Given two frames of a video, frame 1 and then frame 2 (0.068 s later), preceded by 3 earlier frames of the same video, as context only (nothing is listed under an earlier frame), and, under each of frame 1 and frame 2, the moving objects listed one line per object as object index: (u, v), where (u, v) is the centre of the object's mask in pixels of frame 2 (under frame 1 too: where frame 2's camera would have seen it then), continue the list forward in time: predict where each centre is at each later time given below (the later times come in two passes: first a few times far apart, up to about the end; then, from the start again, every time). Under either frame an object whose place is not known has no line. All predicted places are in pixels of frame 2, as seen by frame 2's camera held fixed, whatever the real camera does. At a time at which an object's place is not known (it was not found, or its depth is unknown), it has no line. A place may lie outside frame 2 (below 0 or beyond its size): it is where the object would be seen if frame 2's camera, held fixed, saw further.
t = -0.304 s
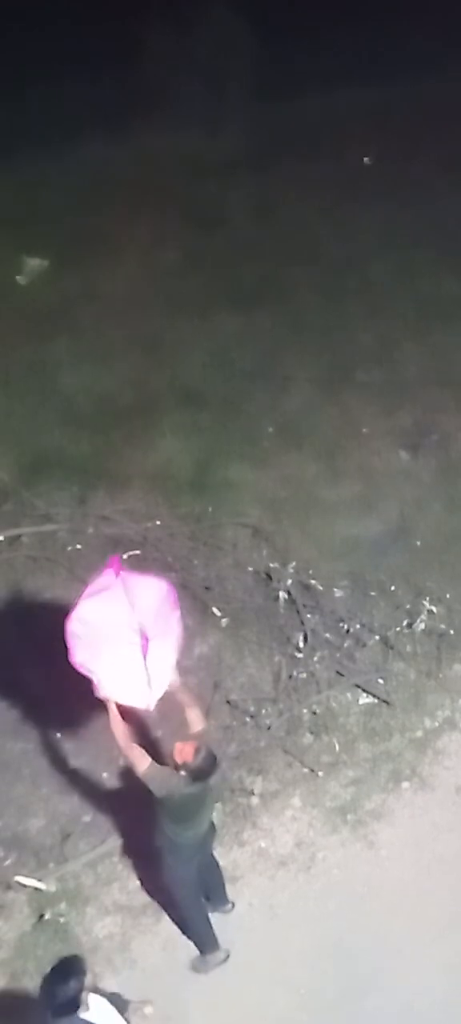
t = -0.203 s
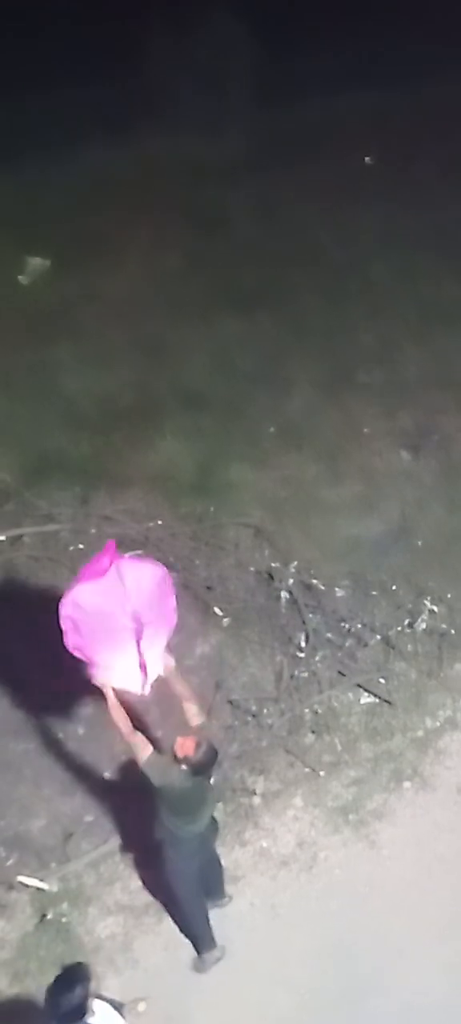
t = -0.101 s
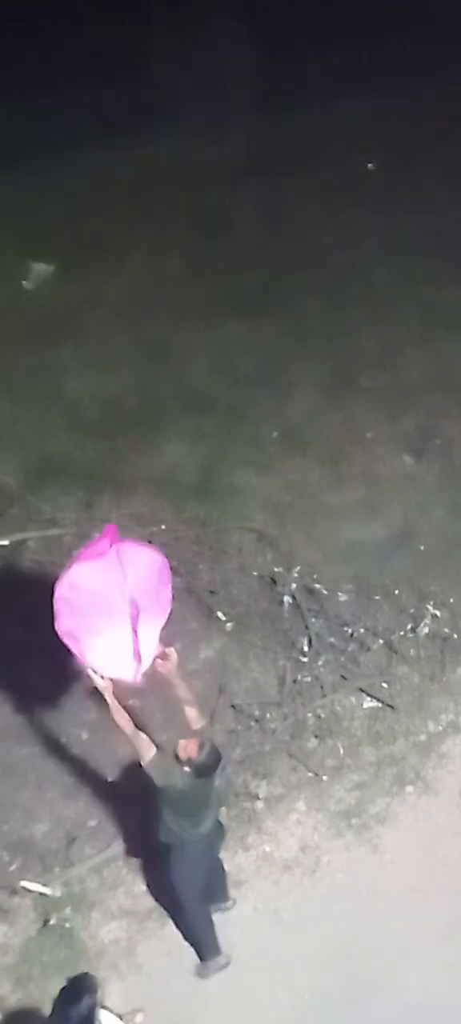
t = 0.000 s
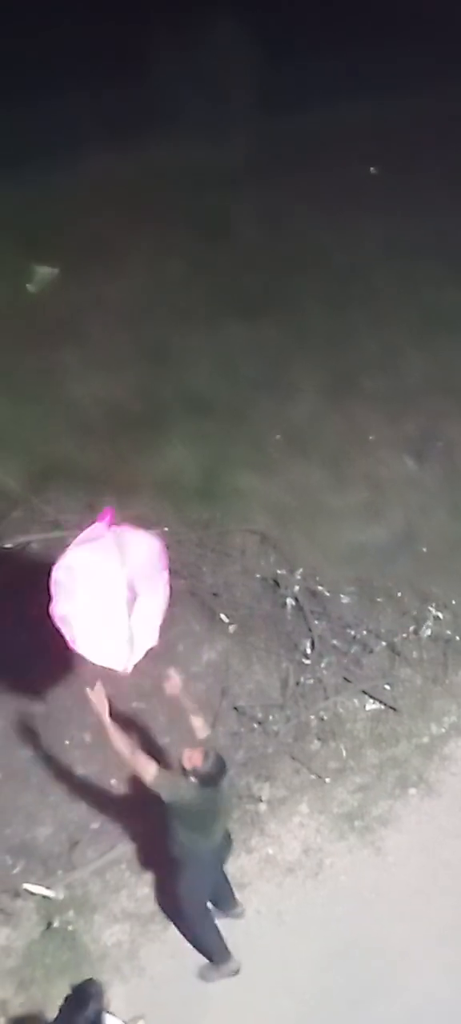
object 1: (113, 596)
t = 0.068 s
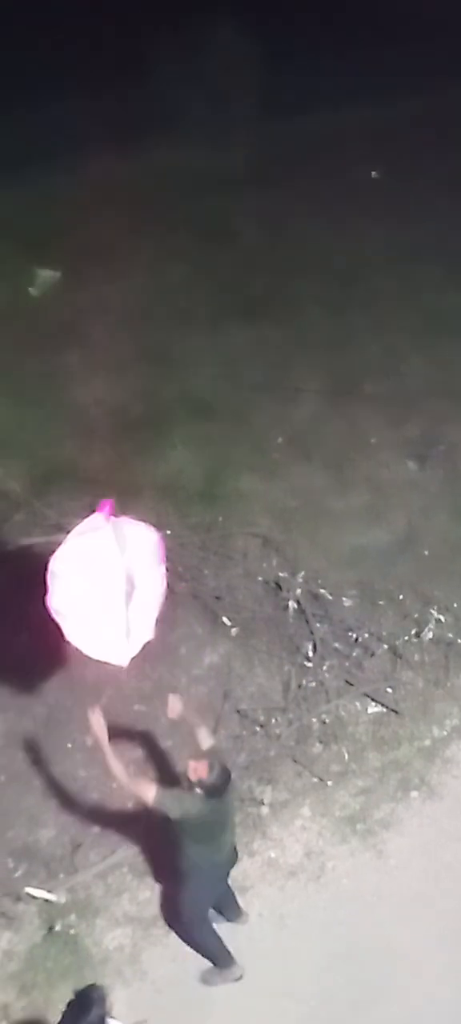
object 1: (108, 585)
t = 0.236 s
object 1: (94, 561)
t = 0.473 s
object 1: (73, 532)
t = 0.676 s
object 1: (53, 512)
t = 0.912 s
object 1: (35, 493)
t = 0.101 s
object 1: (105, 580)
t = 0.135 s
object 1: (102, 575)
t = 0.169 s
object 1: (99, 569)
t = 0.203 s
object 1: (97, 565)
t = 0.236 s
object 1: (94, 561)
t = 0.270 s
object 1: (92, 557)
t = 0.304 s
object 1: (89, 552)
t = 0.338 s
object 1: (85, 548)
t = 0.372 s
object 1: (83, 544)
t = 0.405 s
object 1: (79, 540)
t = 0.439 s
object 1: (76, 536)
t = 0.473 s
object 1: (73, 532)
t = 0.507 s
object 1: (69, 528)
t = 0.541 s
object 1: (66, 525)
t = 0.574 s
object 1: (63, 522)
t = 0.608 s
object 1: (60, 519)
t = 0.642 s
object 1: (56, 515)
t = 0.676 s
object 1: (53, 512)
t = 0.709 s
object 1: (51, 509)
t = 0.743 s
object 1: (48, 506)
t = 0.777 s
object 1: (45, 503)
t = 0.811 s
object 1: (43, 501)
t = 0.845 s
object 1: (40, 498)
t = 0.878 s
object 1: (38, 496)
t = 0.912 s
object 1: (35, 493)
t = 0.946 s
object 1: (32, 491)
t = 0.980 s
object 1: (29, 488)
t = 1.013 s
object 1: (26, 486)
